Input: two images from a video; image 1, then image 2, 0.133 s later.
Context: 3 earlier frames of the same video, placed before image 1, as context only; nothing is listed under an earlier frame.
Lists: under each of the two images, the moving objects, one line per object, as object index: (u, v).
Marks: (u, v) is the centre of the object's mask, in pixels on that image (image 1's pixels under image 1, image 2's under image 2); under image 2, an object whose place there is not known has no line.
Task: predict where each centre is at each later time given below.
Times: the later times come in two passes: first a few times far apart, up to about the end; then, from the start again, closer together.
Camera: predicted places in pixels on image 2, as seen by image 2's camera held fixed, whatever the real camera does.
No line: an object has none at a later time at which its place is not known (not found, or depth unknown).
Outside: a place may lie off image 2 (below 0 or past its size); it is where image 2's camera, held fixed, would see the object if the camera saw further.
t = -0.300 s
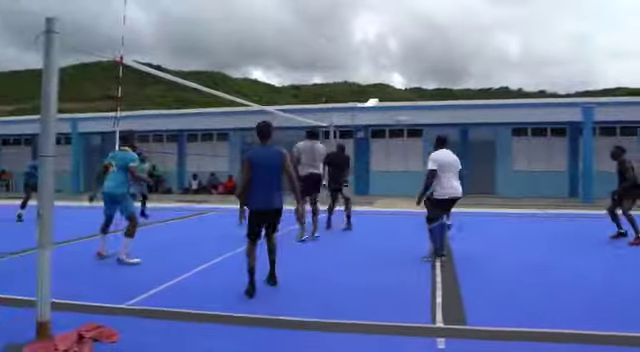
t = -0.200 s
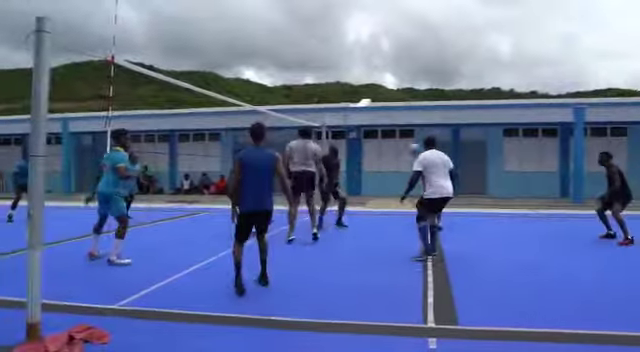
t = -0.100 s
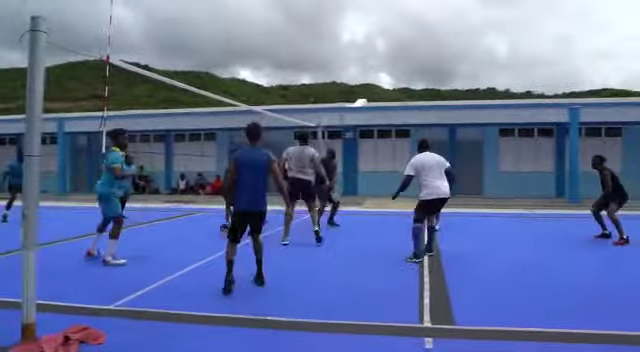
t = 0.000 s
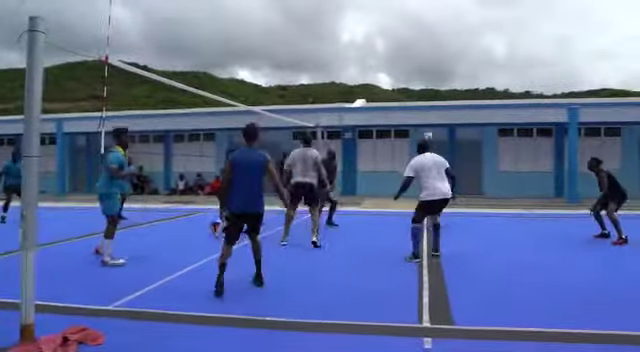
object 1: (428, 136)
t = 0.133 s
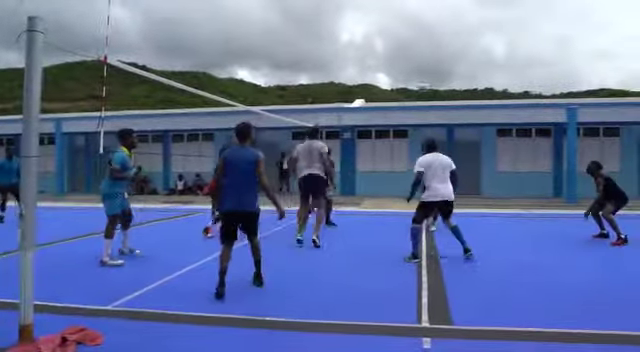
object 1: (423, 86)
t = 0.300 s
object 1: (420, 49)
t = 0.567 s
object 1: (413, 23)
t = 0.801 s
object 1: (407, 40)
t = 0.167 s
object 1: (423, 80)
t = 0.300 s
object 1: (420, 49)
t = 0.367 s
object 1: (418, 39)
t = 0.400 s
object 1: (417, 33)
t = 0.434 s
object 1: (417, 30)
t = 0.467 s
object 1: (416, 26)
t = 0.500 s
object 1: (415, 25)
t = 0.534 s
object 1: (414, 23)
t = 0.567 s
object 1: (413, 23)
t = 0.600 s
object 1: (412, 23)
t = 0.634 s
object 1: (412, 24)
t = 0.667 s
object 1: (411, 26)
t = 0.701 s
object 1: (410, 28)
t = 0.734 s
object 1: (409, 33)
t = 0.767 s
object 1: (408, 37)
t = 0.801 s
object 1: (407, 40)
